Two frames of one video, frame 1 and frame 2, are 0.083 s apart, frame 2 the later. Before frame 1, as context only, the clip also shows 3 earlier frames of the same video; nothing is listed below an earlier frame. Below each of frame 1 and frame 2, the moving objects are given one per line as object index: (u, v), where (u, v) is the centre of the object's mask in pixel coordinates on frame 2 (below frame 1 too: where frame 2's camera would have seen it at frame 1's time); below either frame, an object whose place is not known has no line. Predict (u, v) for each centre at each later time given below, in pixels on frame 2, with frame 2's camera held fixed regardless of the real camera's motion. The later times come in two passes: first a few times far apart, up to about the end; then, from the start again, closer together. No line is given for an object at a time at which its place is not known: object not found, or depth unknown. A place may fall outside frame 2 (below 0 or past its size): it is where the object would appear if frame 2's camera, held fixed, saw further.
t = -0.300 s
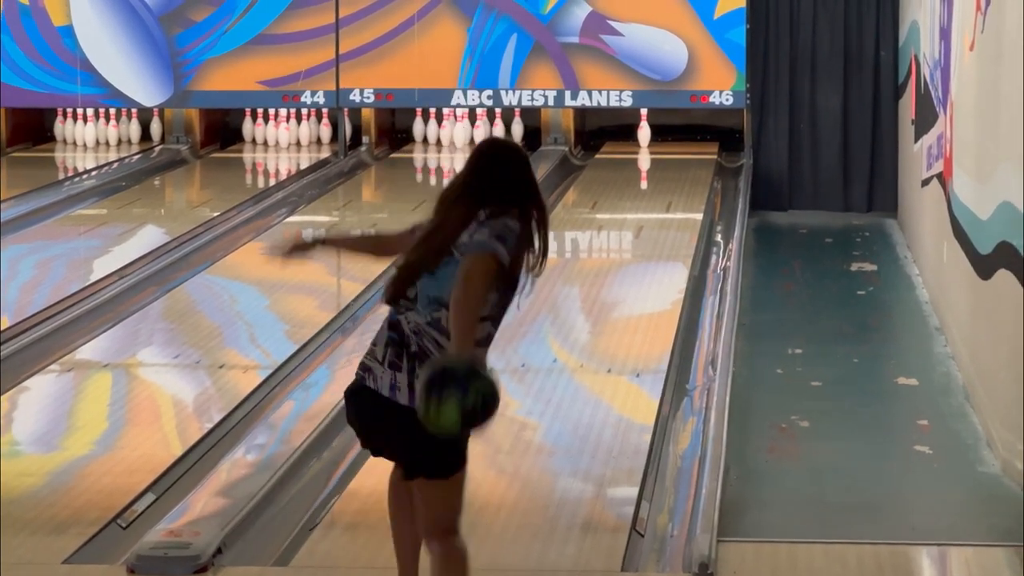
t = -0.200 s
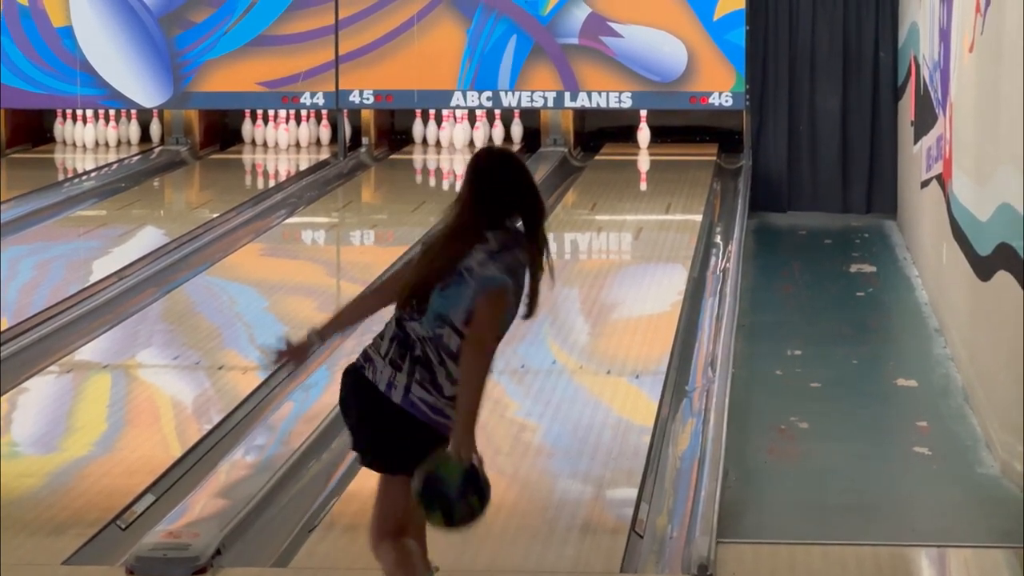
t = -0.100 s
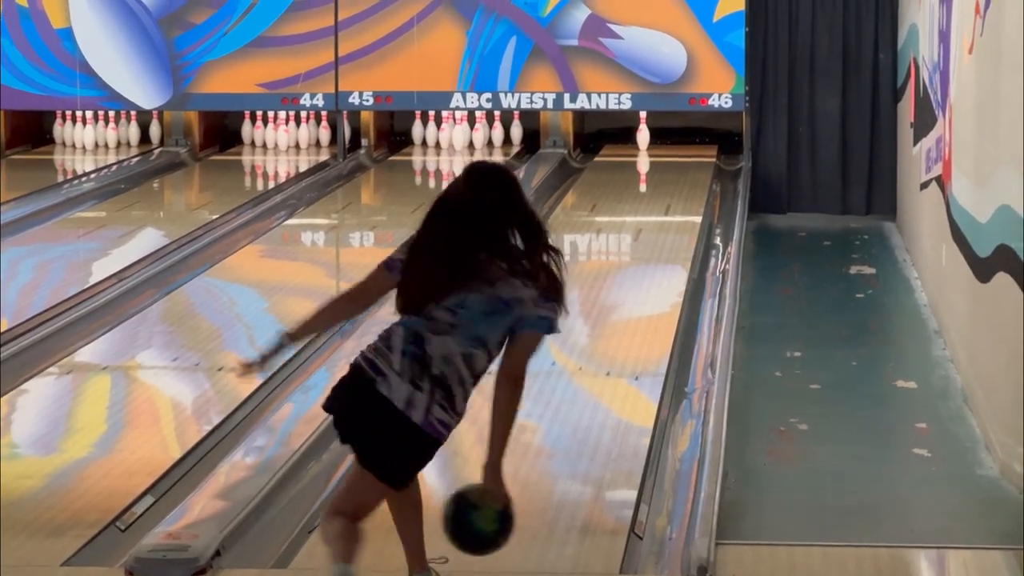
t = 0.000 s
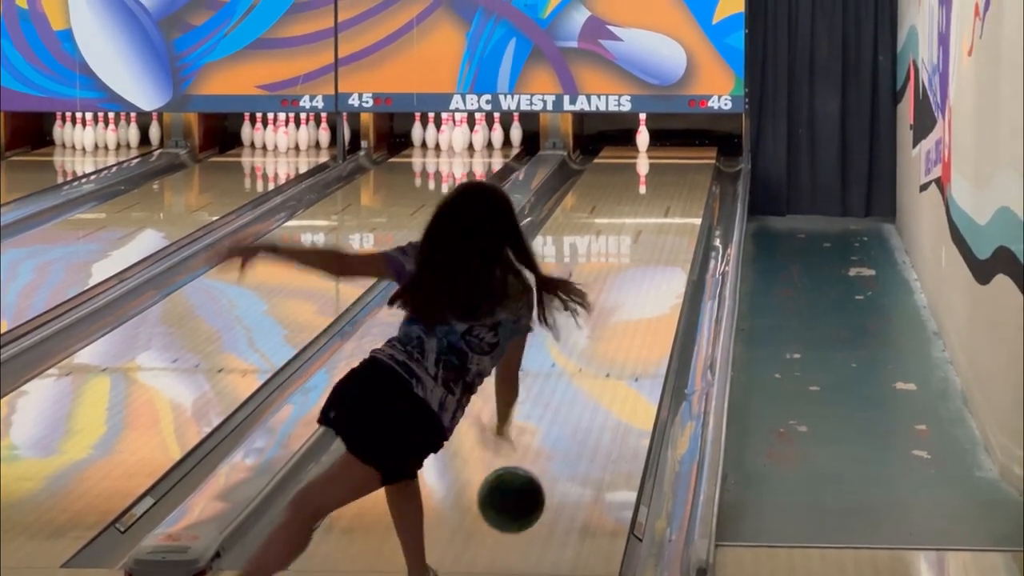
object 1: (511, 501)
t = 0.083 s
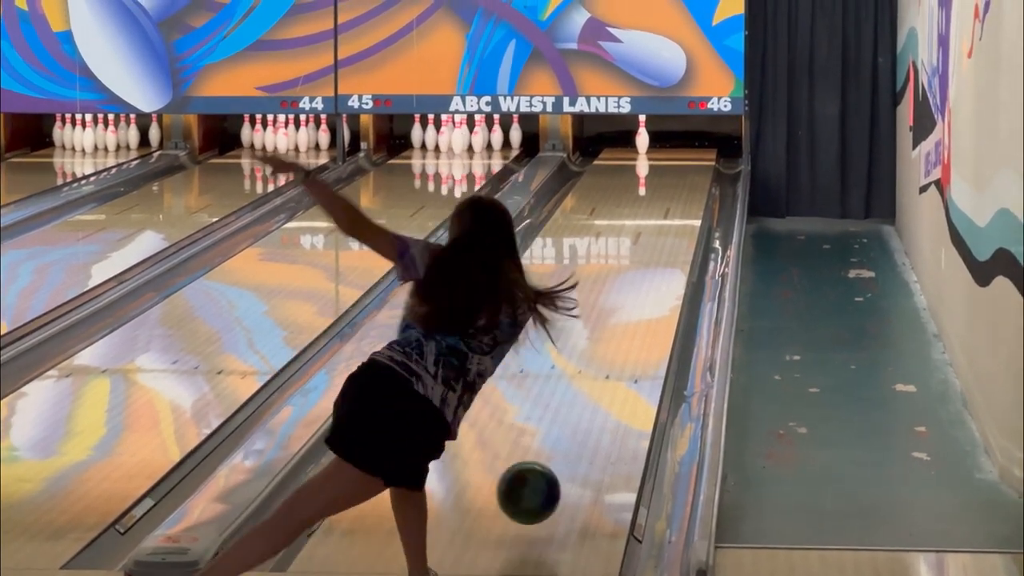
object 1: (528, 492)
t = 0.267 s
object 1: (560, 445)
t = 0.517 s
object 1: (594, 379)
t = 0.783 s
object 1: (620, 326)
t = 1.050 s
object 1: (639, 284)
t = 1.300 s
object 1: (652, 252)
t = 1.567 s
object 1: (663, 226)
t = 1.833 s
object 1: (669, 203)
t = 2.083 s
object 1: (671, 185)
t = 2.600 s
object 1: (663, 156)
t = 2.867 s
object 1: (659, 147)
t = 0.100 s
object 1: (532, 493)
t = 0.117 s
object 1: (535, 493)
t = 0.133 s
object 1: (538, 485)
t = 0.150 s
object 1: (541, 477)
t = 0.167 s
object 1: (544, 470)
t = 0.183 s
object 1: (547, 463)
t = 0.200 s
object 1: (550, 458)
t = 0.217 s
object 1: (552, 454)
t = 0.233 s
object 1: (555, 450)
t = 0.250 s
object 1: (558, 447)
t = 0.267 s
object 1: (560, 445)
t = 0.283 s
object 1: (563, 439)
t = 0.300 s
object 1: (566, 434)
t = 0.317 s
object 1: (568, 430)
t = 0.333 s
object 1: (571, 426)
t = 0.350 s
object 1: (573, 421)
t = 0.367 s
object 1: (575, 417)
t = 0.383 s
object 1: (578, 412)
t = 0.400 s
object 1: (580, 408)
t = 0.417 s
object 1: (582, 404)
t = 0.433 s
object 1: (584, 399)
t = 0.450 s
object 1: (586, 395)
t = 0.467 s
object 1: (588, 391)
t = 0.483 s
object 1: (590, 387)
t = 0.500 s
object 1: (592, 383)
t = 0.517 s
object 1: (594, 379)
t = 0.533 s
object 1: (595, 375)
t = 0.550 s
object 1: (597, 372)
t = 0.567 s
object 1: (599, 368)
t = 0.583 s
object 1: (601, 364)
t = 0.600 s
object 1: (603, 361)
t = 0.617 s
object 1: (605, 357)
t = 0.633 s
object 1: (606, 354)
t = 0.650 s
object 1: (608, 350)
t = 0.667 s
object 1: (610, 347)
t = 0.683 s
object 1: (611, 344)
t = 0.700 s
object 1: (612, 341)
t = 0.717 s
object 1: (614, 338)
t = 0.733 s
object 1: (616, 335)
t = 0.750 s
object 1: (617, 332)
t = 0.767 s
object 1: (619, 329)
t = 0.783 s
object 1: (620, 326)
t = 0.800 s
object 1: (621, 323)
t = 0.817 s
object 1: (623, 320)
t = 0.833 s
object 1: (624, 318)
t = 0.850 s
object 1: (625, 315)
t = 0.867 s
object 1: (626, 312)
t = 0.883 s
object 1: (628, 309)
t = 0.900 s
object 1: (629, 306)
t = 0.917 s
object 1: (630, 304)
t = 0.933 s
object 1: (632, 301)
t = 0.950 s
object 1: (633, 299)
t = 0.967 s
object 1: (634, 296)
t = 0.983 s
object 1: (635, 294)
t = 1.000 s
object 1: (636, 291)
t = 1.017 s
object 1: (637, 289)
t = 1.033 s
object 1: (638, 287)
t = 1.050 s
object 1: (639, 284)
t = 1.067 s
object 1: (640, 282)
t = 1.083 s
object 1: (641, 280)
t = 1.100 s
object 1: (642, 277)
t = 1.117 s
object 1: (643, 275)
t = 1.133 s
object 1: (644, 273)
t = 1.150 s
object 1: (645, 271)
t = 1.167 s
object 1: (646, 268)
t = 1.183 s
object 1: (647, 266)
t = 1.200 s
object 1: (648, 264)
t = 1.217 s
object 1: (649, 262)
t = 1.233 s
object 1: (649, 260)
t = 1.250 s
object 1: (650, 258)
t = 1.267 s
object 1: (651, 256)
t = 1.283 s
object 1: (652, 254)
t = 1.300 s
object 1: (652, 252)
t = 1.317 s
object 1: (653, 250)
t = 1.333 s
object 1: (654, 248)
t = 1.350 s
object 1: (655, 247)
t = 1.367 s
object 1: (655, 245)
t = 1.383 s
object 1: (656, 243)
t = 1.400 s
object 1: (657, 242)
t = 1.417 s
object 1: (658, 240)
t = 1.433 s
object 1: (658, 238)
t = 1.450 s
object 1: (659, 237)
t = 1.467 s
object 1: (660, 235)
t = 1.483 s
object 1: (660, 233)
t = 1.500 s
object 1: (661, 231)
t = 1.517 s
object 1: (661, 230)
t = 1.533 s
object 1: (662, 228)
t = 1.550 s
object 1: (662, 227)
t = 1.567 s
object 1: (663, 226)
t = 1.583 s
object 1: (663, 224)
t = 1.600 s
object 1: (664, 223)
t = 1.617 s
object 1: (664, 221)
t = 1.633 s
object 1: (665, 219)
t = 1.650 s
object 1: (665, 218)
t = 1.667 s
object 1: (666, 216)
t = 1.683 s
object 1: (667, 215)
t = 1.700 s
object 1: (667, 214)
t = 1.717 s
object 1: (667, 212)
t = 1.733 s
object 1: (668, 210)
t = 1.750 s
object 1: (668, 209)
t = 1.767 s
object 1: (668, 208)
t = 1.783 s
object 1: (668, 207)
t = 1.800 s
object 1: (668, 205)
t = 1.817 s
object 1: (669, 204)
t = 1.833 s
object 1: (669, 203)
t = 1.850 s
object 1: (670, 202)
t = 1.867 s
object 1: (670, 201)
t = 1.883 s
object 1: (670, 199)
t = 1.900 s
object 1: (670, 198)
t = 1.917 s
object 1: (671, 196)
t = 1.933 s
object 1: (671, 195)
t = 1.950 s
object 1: (671, 194)
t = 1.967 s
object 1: (671, 193)
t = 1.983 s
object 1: (672, 192)
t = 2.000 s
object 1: (672, 190)
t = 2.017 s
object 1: (672, 189)
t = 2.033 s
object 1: (672, 188)
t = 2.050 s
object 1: (672, 187)
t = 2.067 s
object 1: (672, 186)
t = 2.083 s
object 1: (671, 185)
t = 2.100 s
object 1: (671, 185)
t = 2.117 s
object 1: (671, 183)
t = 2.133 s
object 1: (671, 181)
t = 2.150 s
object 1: (672, 181)
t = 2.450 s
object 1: (667, 164)
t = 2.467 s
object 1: (667, 163)
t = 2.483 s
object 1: (666, 161)
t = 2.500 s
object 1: (666, 161)
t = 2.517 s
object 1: (665, 160)
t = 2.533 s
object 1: (665, 160)
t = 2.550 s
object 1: (665, 159)
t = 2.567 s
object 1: (664, 158)
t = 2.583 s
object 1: (664, 158)
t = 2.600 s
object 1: (663, 156)
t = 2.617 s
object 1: (663, 156)
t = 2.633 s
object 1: (663, 155)
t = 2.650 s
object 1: (662, 155)
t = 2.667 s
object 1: (662, 154)
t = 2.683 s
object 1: (661, 153)
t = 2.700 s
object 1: (661, 153)
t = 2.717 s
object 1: (660, 152)
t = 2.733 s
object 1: (660, 151)
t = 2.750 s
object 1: (660, 151)
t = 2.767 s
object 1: (659, 150)
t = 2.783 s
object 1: (659, 150)
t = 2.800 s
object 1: (659, 148)
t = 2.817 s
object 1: (659, 147)
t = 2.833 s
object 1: (659, 147)
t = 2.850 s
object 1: (659, 147)
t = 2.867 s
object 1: (659, 147)
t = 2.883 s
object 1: (659, 145)
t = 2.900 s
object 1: (659, 145)
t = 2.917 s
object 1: (662, 144)
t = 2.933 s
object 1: (663, 144)
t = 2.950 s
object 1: (665, 143)
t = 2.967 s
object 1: (667, 142)
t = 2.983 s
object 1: (668, 142)
